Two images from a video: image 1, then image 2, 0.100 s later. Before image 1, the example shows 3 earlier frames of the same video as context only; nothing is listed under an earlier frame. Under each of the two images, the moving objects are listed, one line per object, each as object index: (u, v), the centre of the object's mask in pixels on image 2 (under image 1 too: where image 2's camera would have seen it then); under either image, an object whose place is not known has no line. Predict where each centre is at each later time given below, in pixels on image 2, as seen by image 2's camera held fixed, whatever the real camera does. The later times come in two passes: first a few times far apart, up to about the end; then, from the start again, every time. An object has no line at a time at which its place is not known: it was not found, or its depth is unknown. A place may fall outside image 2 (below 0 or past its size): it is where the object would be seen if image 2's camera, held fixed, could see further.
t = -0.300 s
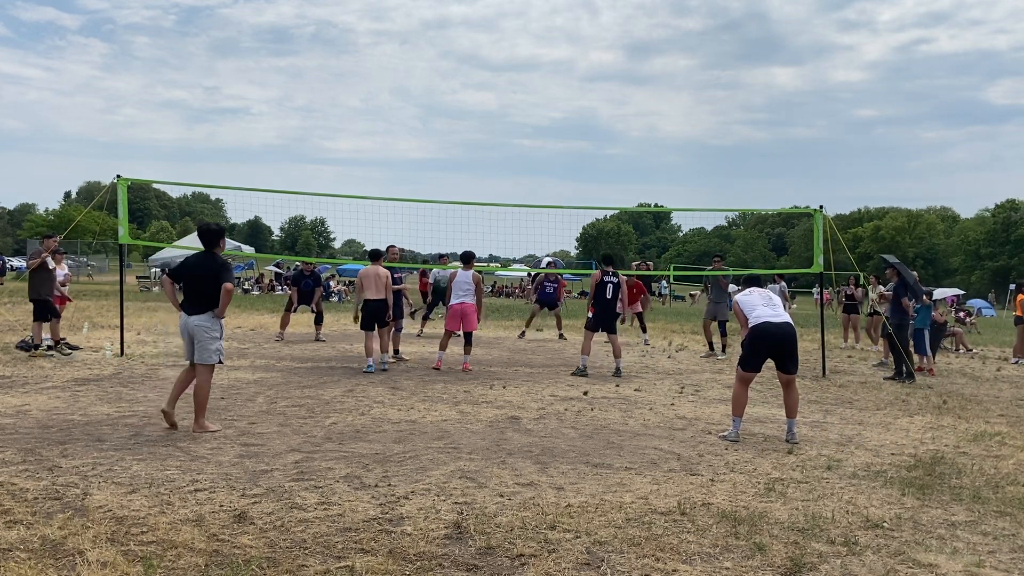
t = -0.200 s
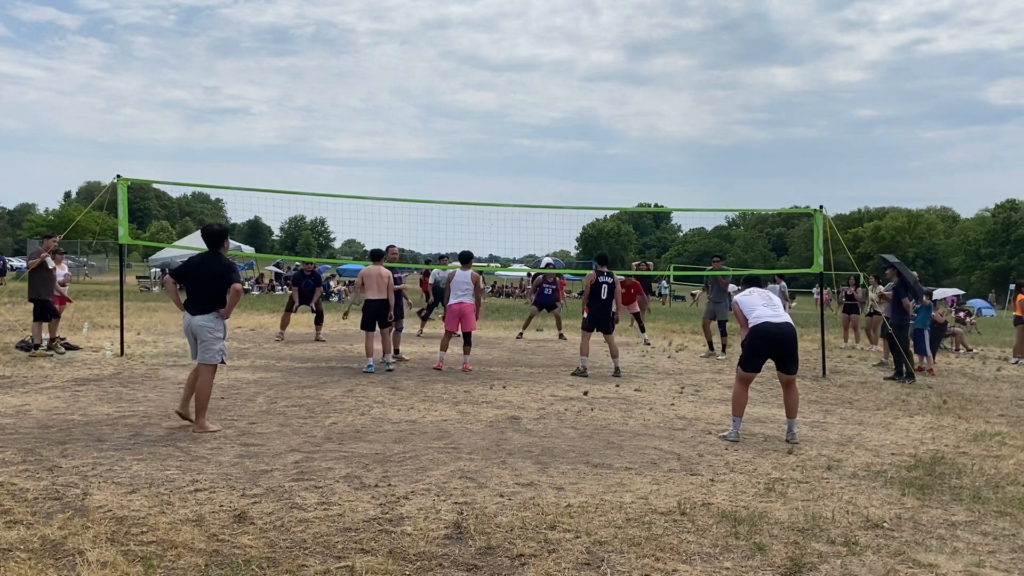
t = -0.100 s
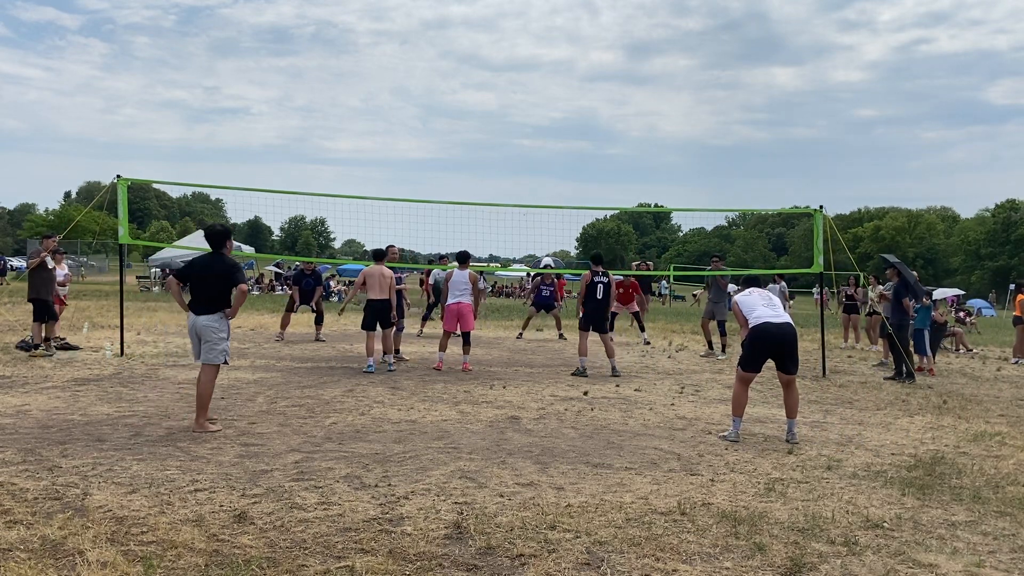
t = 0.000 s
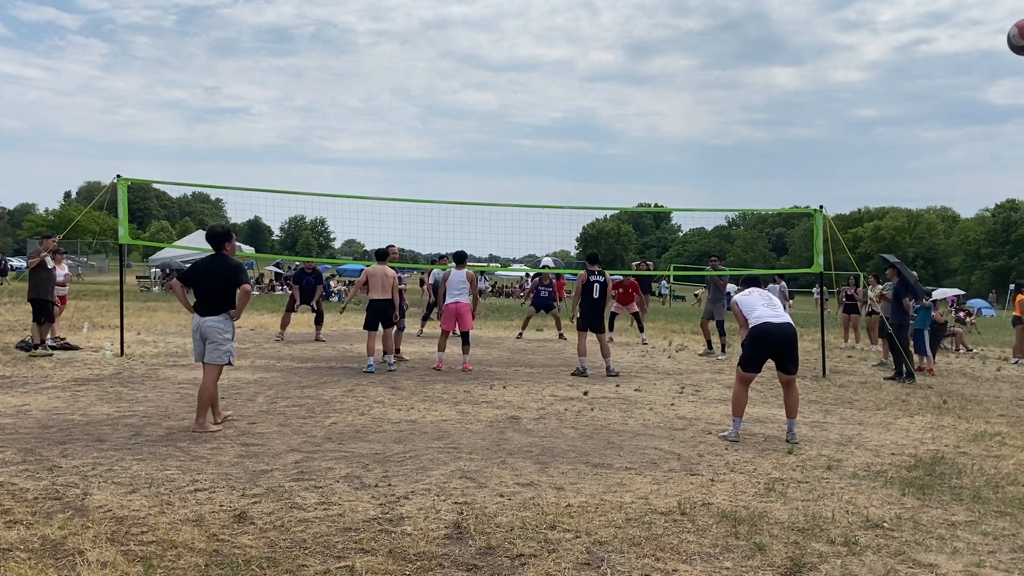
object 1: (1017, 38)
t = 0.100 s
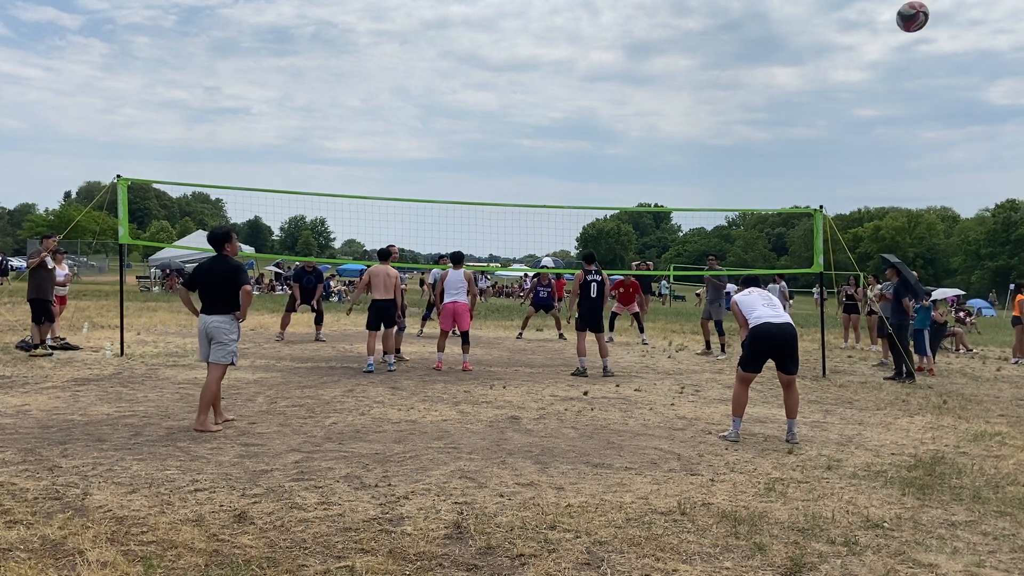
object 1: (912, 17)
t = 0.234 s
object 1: (819, 15)
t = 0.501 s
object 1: (718, 48)
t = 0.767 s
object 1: (663, 102)
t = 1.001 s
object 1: (633, 157)
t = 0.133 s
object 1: (884, 14)
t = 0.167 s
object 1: (860, 13)
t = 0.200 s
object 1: (839, 14)
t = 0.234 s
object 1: (819, 15)
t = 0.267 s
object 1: (802, 17)
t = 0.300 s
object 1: (787, 20)
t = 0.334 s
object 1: (773, 24)
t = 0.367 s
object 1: (760, 27)
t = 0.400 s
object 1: (749, 32)
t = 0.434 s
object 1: (737, 37)
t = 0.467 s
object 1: (727, 42)
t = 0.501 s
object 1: (718, 48)
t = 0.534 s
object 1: (709, 54)
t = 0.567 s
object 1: (701, 60)
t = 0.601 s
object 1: (694, 67)
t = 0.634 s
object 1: (687, 73)
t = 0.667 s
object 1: (680, 80)
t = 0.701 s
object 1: (674, 87)
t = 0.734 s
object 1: (668, 94)
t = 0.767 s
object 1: (663, 102)
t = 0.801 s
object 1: (658, 109)
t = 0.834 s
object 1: (653, 117)
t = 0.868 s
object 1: (649, 125)
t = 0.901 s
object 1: (644, 133)
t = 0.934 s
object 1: (640, 141)
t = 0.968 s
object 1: (636, 149)
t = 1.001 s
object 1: (633, 157)
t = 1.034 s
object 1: (629, 166)
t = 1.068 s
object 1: (626, 174)
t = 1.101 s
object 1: (622, 183)
